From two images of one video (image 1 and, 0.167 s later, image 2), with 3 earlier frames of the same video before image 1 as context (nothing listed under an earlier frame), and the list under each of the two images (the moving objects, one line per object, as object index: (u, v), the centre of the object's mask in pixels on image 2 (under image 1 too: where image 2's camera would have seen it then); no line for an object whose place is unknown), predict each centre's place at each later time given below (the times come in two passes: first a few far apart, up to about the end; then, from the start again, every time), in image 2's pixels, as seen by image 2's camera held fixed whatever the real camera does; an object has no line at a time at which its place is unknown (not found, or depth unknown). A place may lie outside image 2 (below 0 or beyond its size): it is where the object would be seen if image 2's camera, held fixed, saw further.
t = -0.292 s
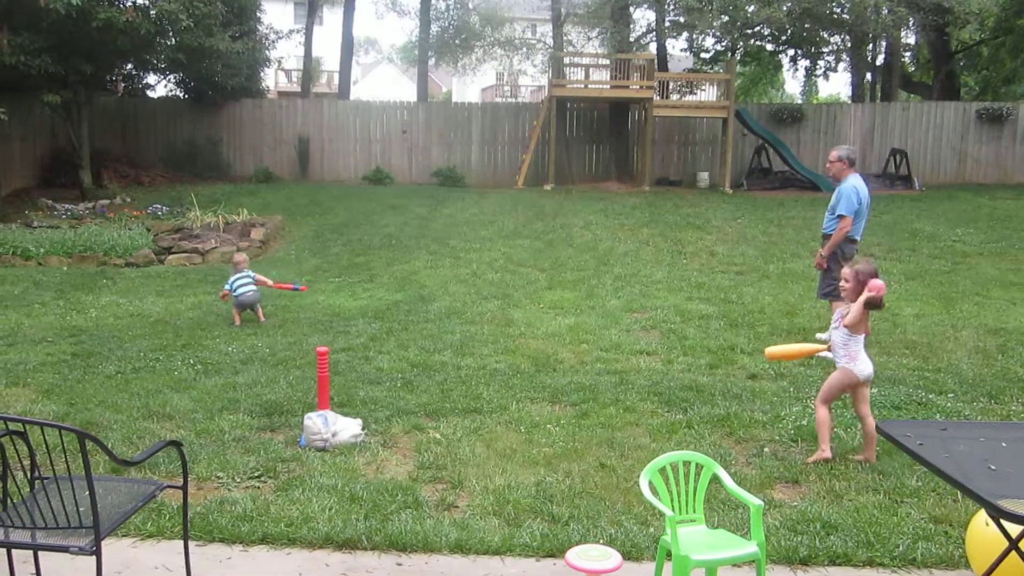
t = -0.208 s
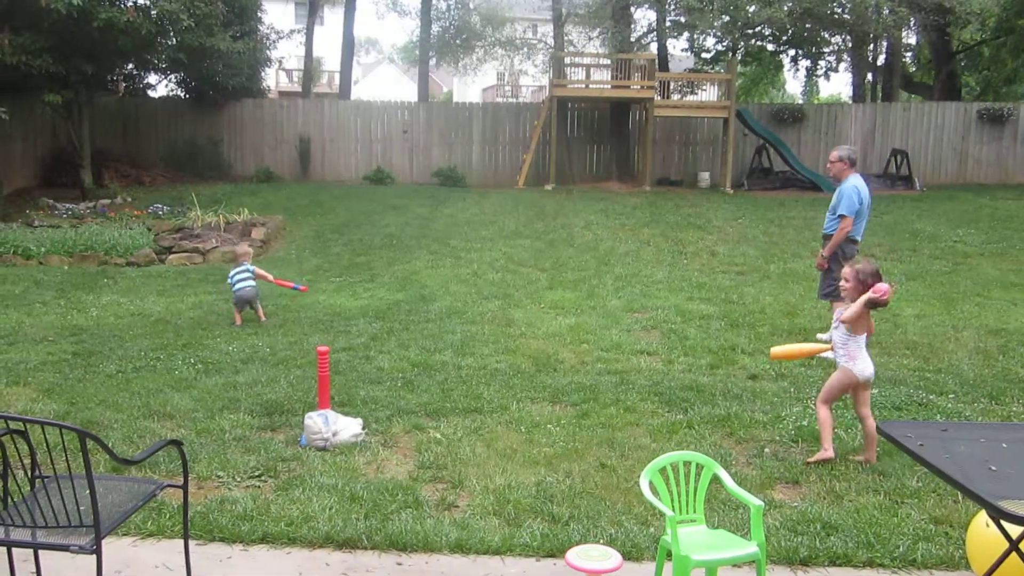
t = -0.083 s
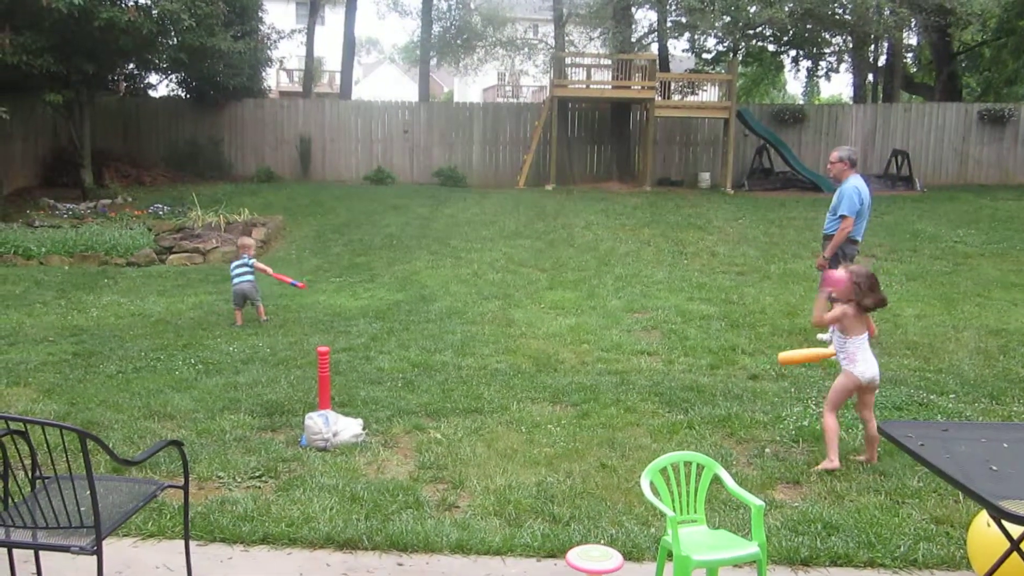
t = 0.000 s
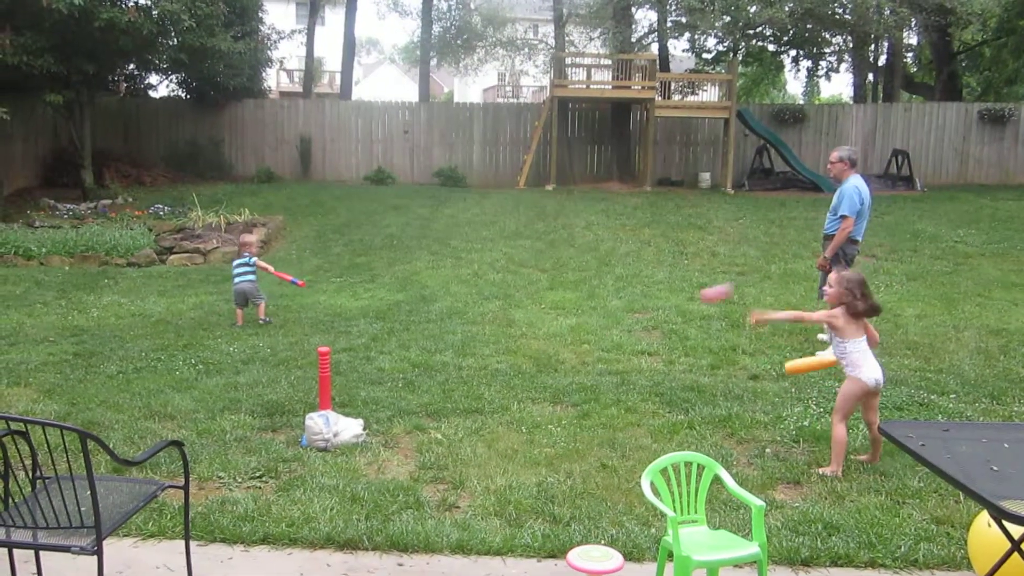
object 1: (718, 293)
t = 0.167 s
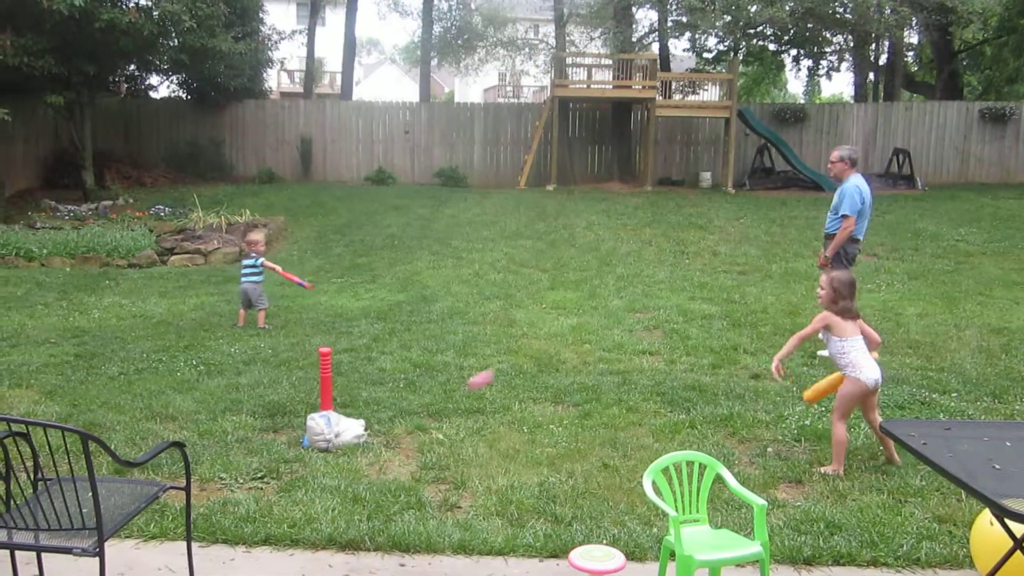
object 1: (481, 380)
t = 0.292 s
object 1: (377, 433)
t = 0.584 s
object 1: (420, 434)
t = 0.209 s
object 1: (428, 407)
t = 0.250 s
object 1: (379, 435)
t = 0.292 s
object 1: (377, 433)
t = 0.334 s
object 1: (383, 424)
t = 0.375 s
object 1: (389, 419)
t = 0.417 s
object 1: (395, 417)
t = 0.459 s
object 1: (401, 417)
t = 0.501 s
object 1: (408, 421)
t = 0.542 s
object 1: (414, 427)
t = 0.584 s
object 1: (420, 434)
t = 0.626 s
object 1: (422, 434)
